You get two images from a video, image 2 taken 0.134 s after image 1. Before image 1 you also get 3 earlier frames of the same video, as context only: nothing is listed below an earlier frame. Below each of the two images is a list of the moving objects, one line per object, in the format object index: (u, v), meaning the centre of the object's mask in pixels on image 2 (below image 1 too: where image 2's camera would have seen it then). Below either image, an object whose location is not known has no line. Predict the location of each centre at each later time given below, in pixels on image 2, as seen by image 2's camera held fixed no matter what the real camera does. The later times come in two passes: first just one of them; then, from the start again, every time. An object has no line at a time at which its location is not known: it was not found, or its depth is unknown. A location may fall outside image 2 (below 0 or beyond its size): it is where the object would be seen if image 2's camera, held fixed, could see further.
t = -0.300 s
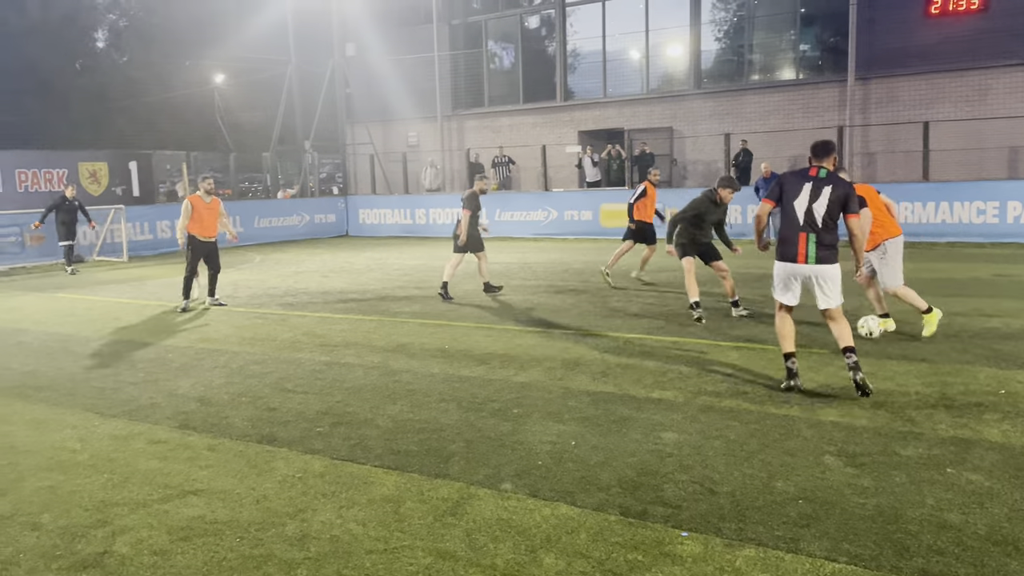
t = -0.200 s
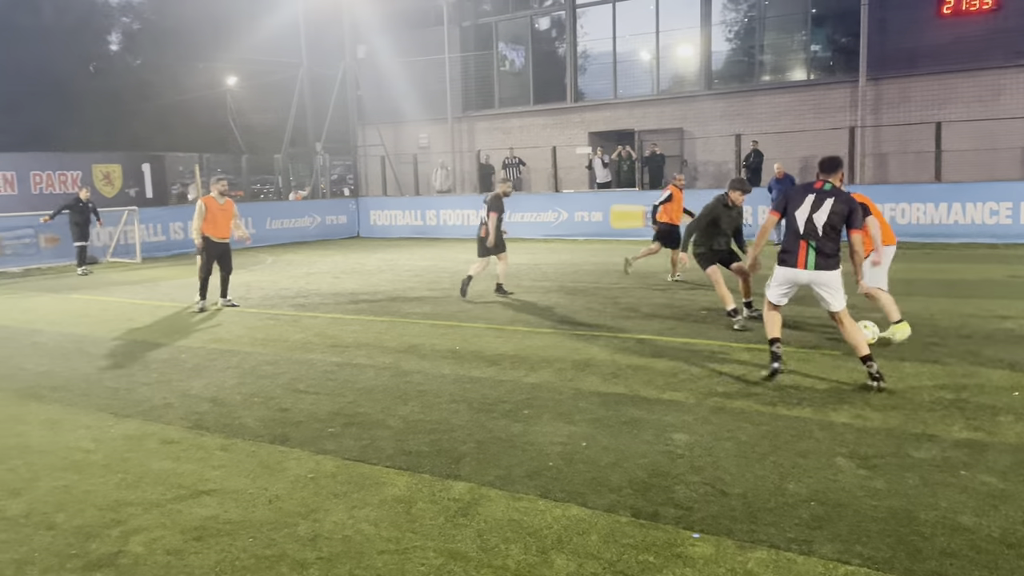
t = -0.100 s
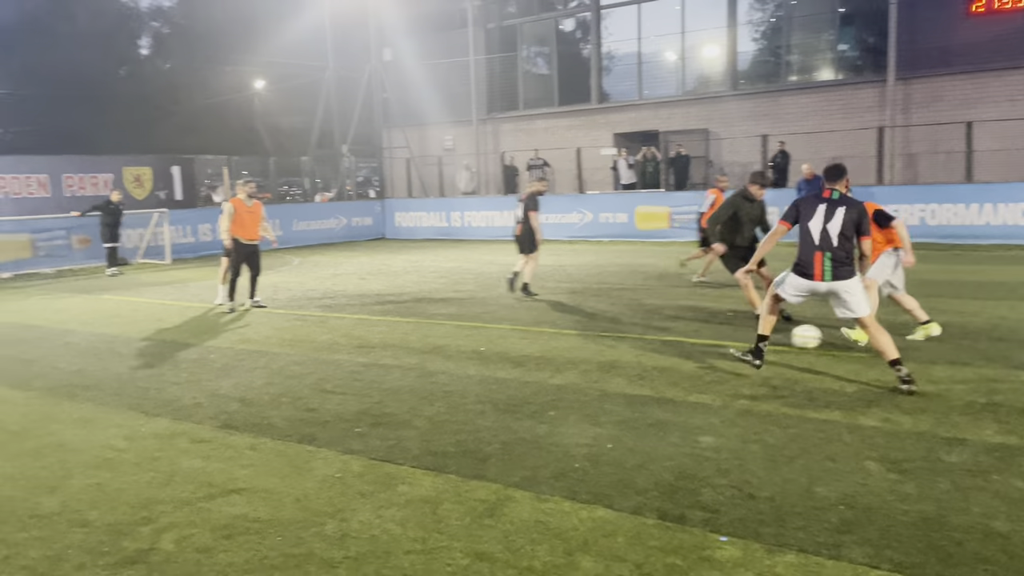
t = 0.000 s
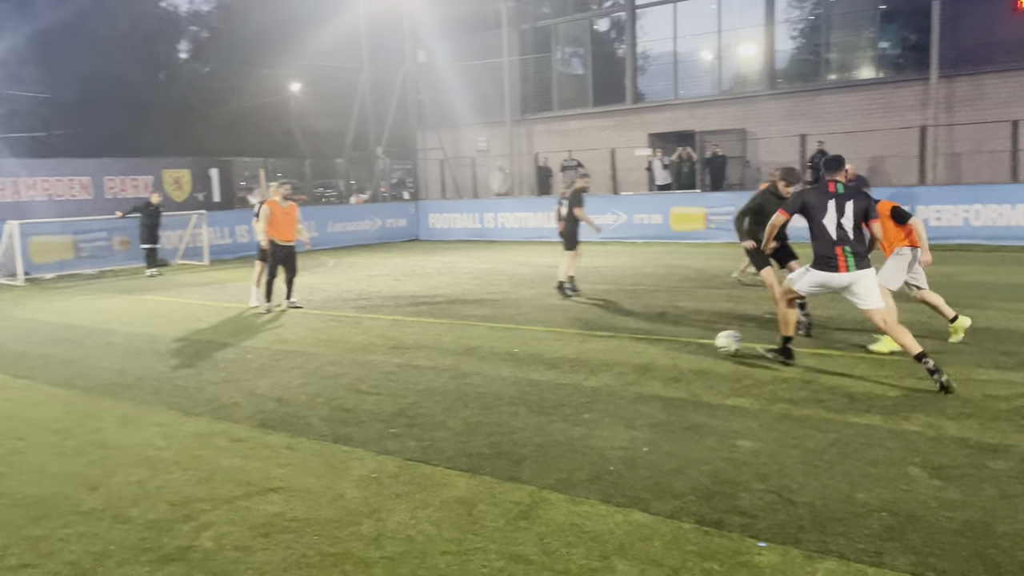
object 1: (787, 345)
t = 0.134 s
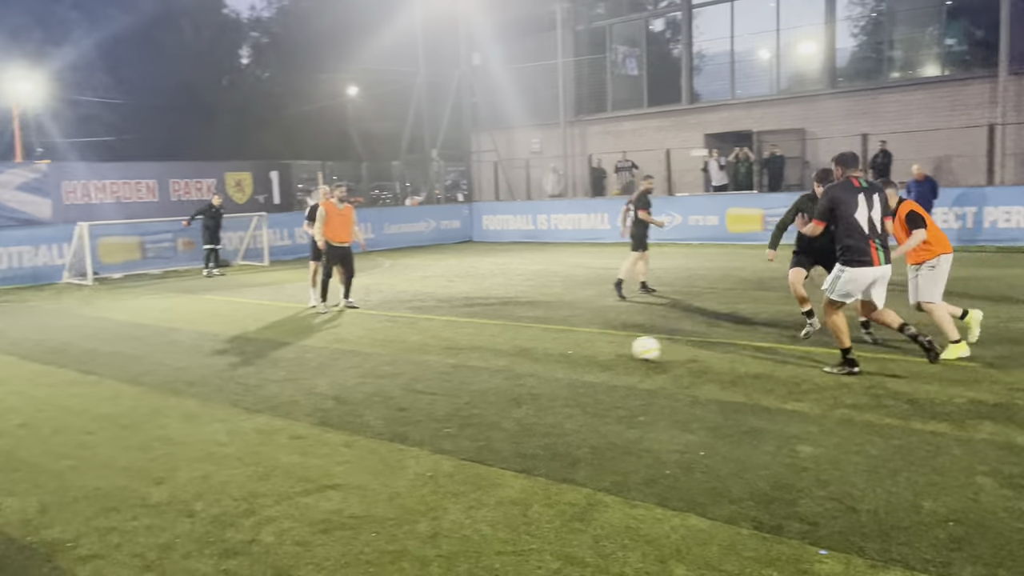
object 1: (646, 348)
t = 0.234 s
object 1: (551, 350)
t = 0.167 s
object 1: (613, 349)
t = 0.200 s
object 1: (582, 350)
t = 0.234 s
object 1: (551, 350)
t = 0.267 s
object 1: (522, 351)
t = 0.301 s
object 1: (494, 352)
